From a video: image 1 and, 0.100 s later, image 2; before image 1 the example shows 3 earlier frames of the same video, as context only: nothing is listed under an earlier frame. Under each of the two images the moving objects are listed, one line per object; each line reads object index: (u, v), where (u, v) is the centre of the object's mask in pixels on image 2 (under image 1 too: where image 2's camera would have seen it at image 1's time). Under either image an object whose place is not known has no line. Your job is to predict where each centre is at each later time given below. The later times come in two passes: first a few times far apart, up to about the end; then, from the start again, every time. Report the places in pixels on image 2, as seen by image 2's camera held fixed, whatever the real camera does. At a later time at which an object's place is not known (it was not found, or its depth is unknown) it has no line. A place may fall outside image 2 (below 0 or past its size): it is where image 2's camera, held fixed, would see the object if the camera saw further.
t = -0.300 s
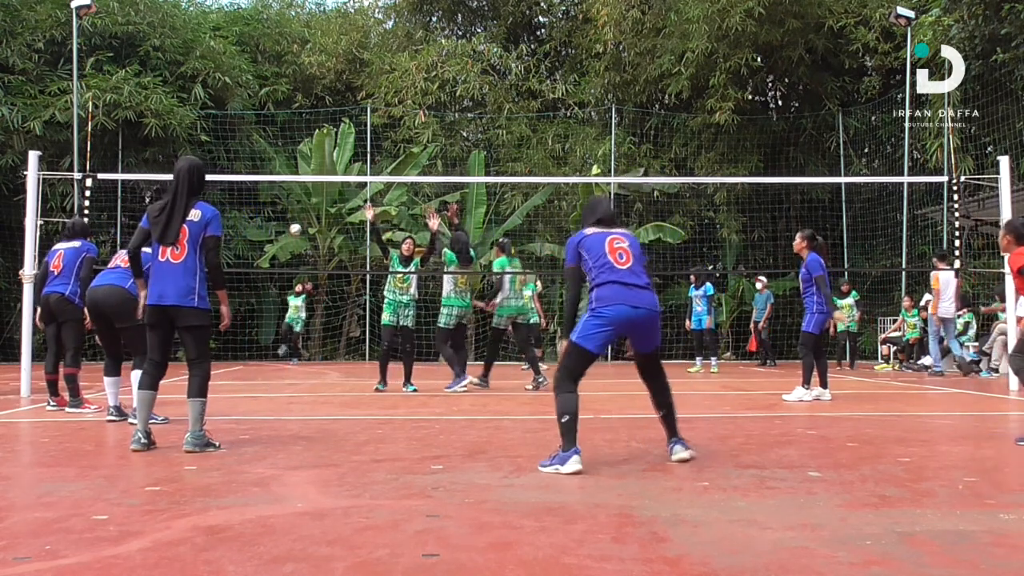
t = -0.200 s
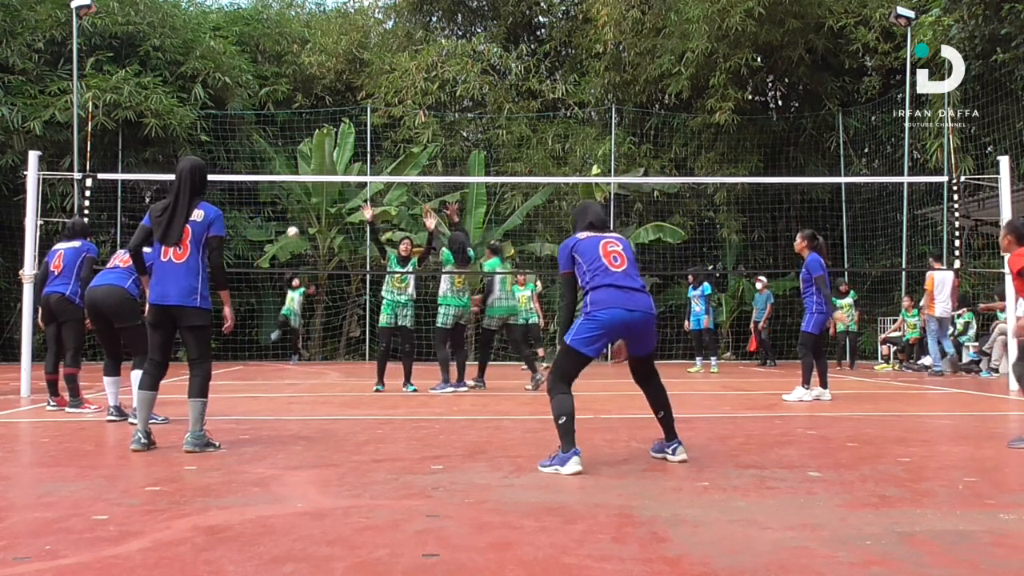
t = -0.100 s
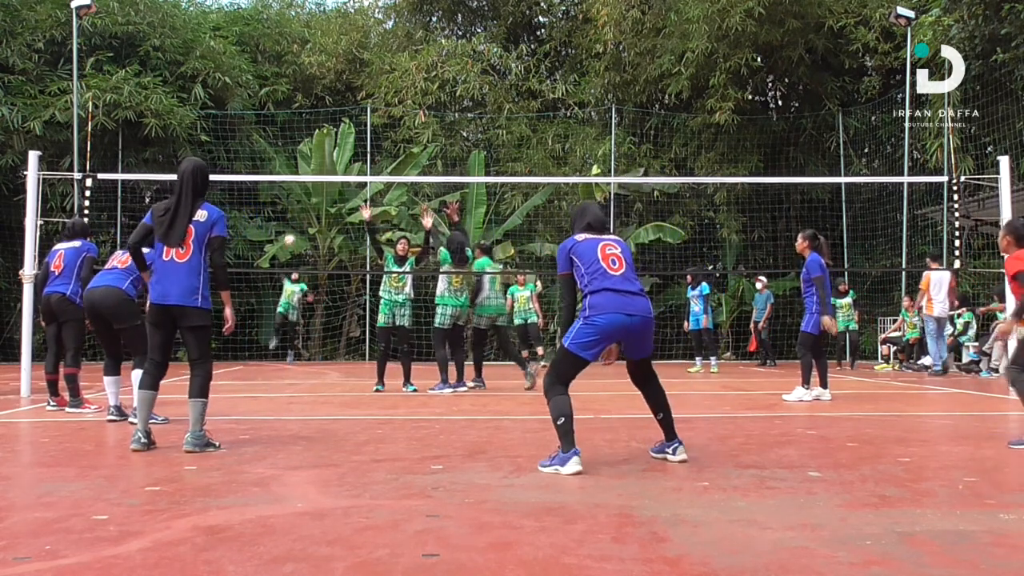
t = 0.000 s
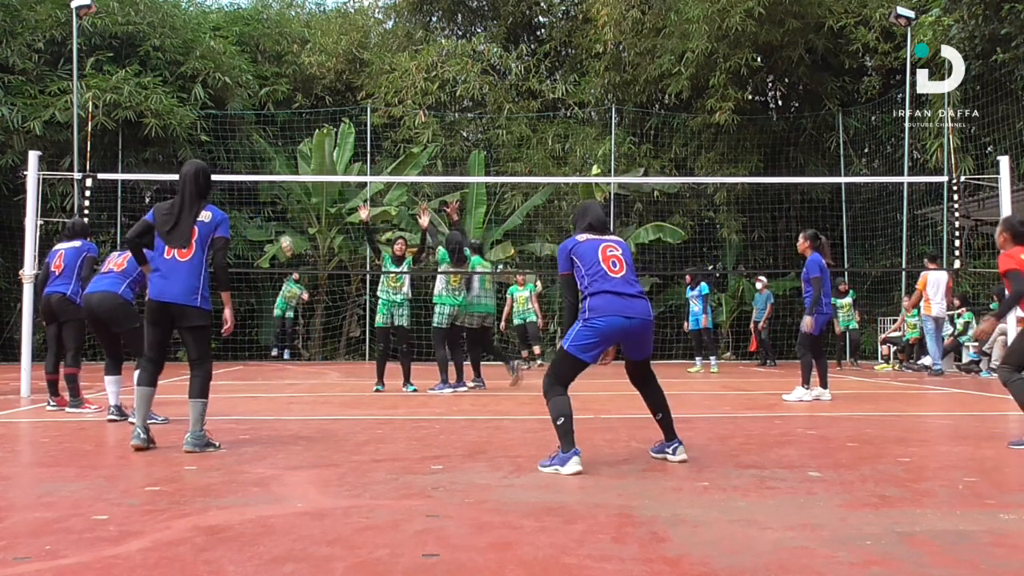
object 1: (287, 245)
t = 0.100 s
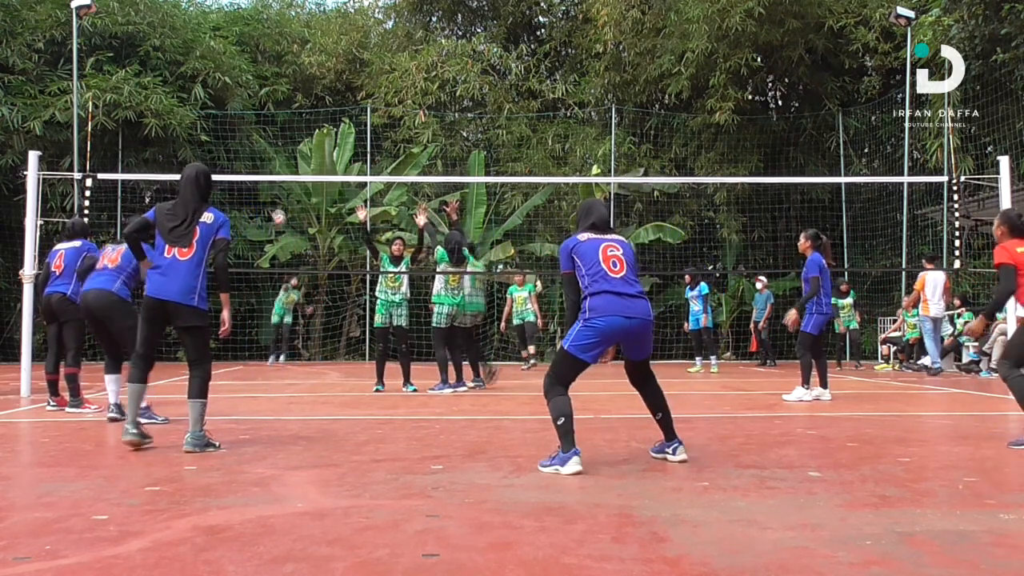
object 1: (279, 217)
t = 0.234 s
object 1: (263, 187)
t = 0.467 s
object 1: (216, 148)
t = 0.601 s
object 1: (174, 143)
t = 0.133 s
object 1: (275, 208)
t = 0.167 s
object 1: (273, 202)
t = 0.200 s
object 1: (268, 194)
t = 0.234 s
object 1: (263, 187)
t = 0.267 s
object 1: (260, 181)
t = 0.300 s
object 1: (252, 169)
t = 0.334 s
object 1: (246, 165)
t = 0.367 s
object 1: (240, 160)
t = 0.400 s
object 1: (233, 155)
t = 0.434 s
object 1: (224, 151)
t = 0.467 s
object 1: (216, 148)
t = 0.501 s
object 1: (207, 145)
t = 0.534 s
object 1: (197, 143)
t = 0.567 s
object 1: (186, 143)
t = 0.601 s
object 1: (174, 143)
